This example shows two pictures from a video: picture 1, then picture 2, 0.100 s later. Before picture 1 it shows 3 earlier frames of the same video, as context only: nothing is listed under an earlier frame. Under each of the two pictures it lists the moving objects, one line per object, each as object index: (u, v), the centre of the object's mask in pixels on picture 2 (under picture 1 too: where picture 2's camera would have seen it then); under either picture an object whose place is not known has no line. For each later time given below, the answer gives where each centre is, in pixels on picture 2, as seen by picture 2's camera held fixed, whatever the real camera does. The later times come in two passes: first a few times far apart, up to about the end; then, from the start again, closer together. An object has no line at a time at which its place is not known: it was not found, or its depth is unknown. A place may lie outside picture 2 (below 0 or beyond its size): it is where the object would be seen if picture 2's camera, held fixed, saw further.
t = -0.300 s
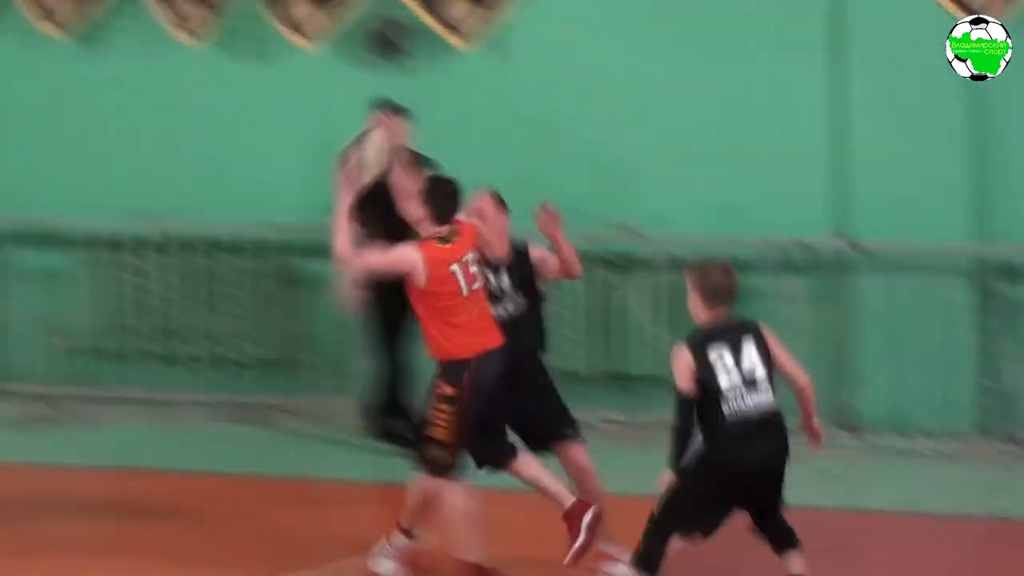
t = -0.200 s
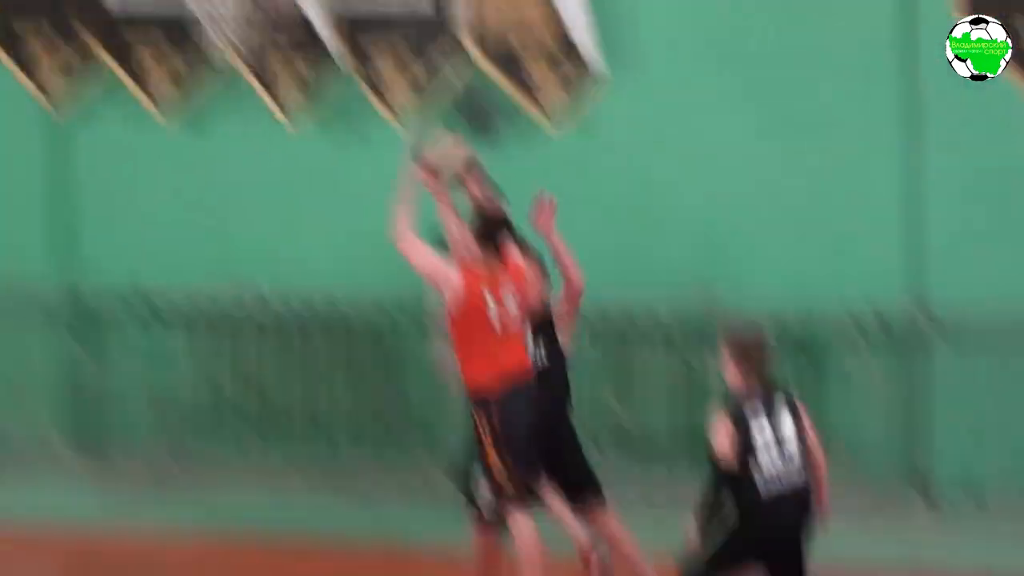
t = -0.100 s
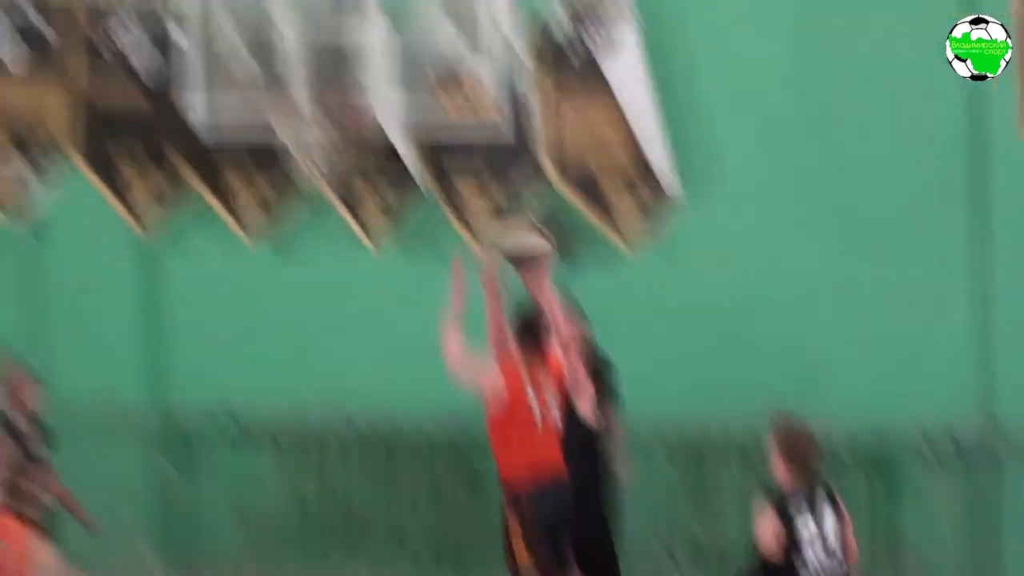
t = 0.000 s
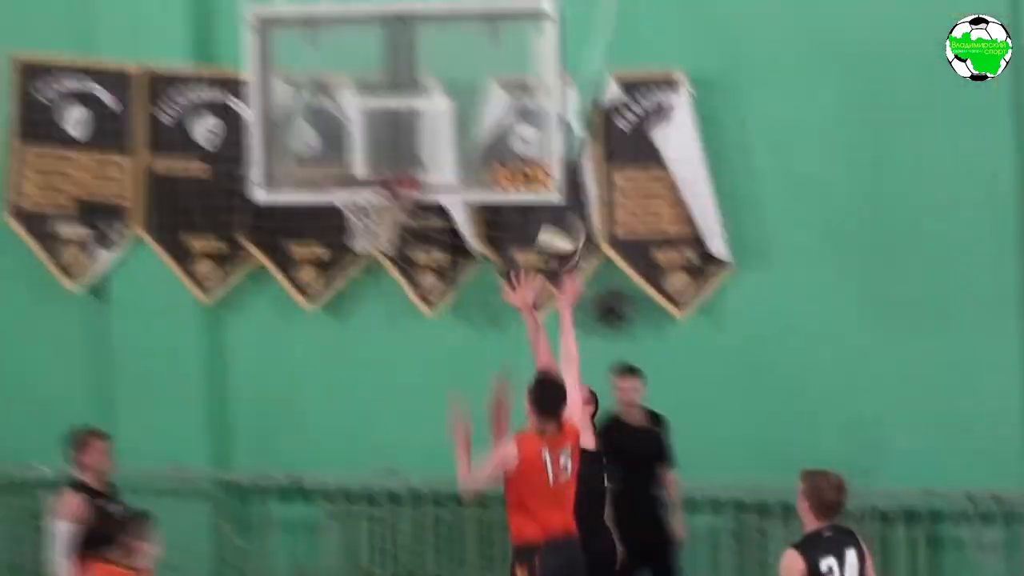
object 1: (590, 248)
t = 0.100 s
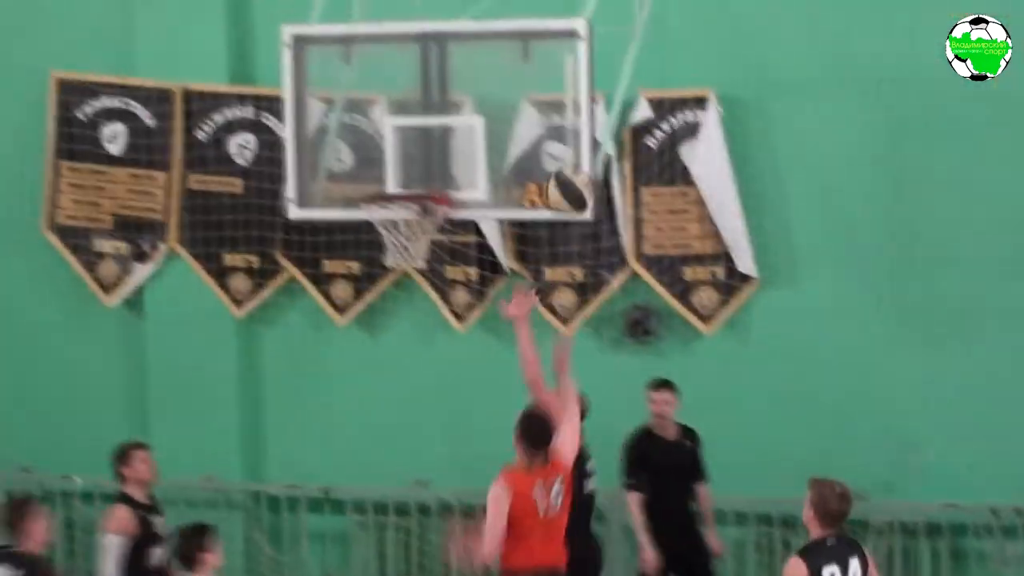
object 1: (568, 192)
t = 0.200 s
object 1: (549, 147)
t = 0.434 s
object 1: (507, 116)
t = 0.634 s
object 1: (444, 175)
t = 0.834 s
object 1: (426, 139)
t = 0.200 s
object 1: (549, 147)
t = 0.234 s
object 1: (544, 137)
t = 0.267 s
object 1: (537, 128)
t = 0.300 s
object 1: (530, 120)
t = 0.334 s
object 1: (526, 118)
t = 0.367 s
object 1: (519, 115)
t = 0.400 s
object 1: (515, 116)
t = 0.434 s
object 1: (507, 116)
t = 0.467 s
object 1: (496, 121)
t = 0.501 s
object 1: (485, 129)
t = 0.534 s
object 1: (475, 138)
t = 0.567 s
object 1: (464, 152)
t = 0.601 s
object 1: (452, 165)
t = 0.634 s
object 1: (444, 175)
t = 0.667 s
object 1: (438, 163)
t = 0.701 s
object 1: (435, 157)
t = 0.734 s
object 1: (433, 149)
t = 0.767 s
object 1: (431, 143)
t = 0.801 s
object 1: (428, 140)
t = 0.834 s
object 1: (426, 139)
